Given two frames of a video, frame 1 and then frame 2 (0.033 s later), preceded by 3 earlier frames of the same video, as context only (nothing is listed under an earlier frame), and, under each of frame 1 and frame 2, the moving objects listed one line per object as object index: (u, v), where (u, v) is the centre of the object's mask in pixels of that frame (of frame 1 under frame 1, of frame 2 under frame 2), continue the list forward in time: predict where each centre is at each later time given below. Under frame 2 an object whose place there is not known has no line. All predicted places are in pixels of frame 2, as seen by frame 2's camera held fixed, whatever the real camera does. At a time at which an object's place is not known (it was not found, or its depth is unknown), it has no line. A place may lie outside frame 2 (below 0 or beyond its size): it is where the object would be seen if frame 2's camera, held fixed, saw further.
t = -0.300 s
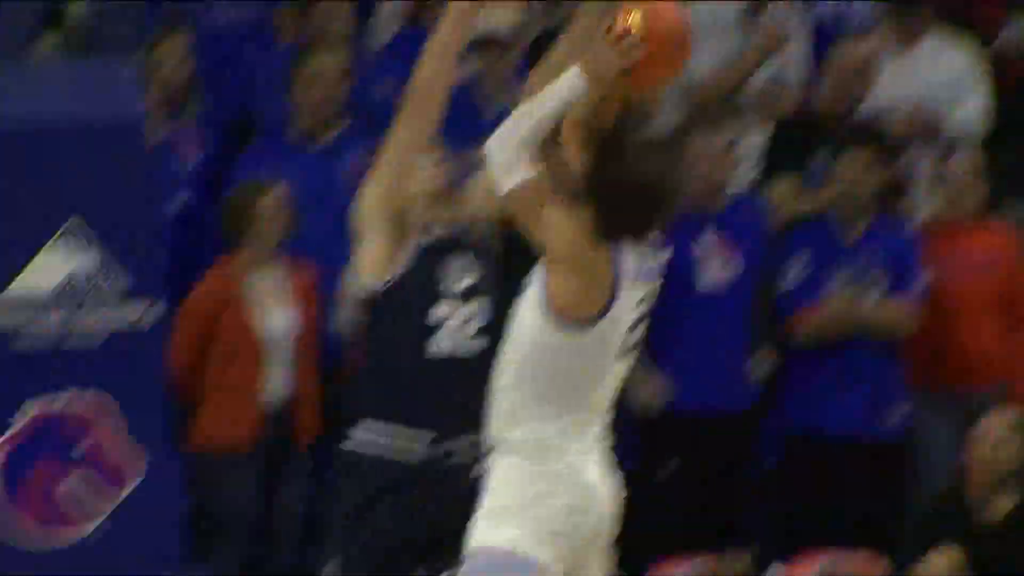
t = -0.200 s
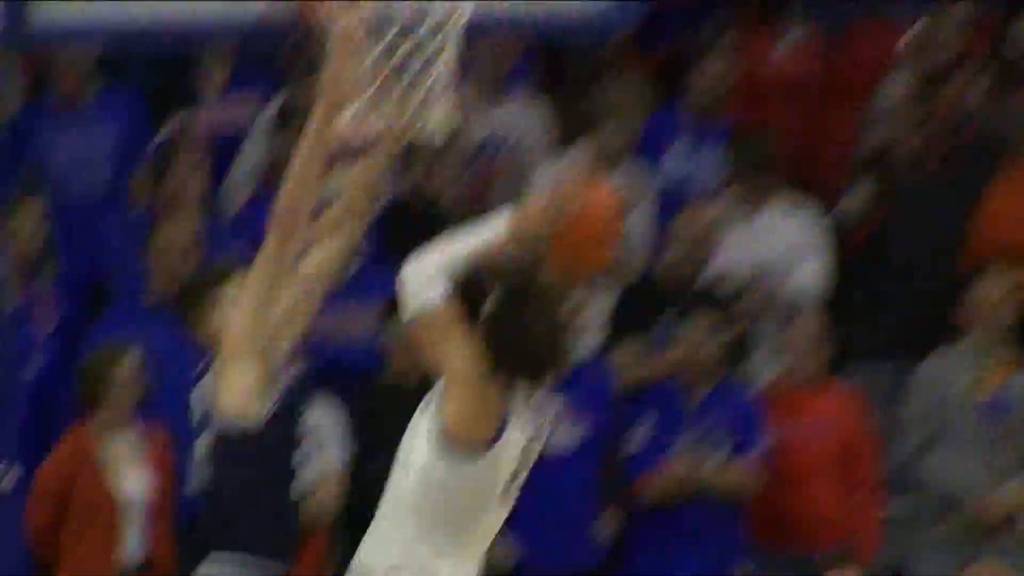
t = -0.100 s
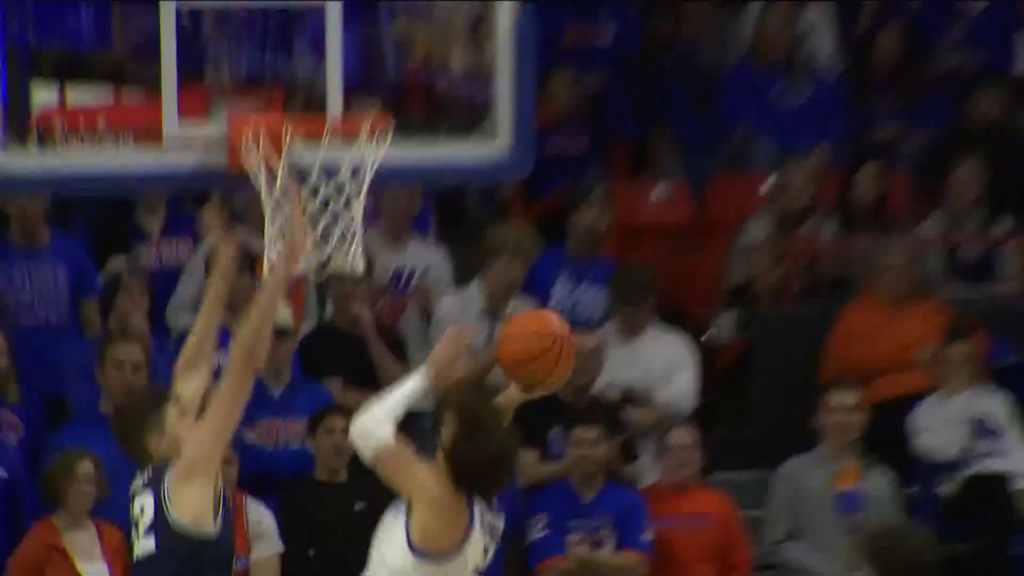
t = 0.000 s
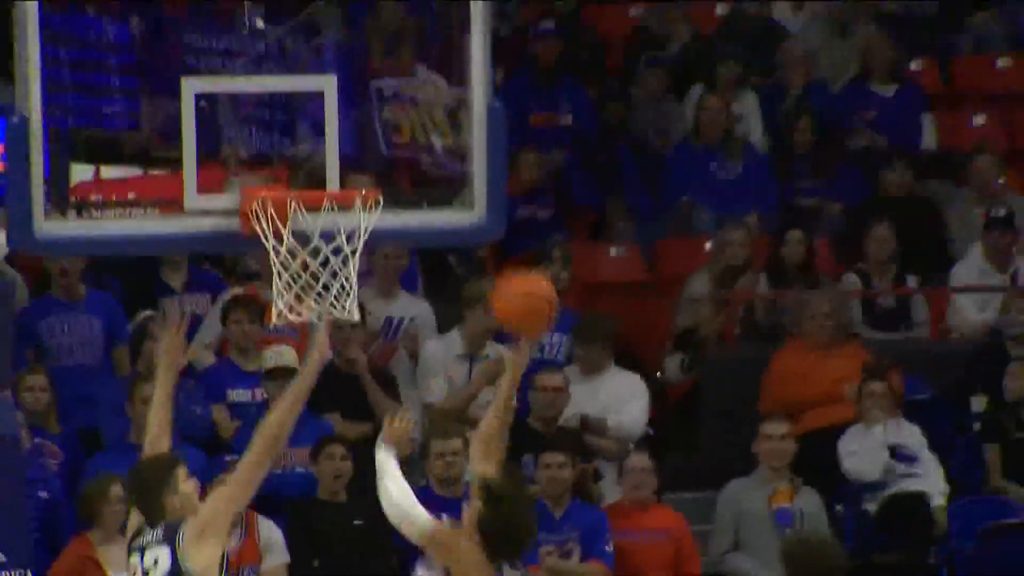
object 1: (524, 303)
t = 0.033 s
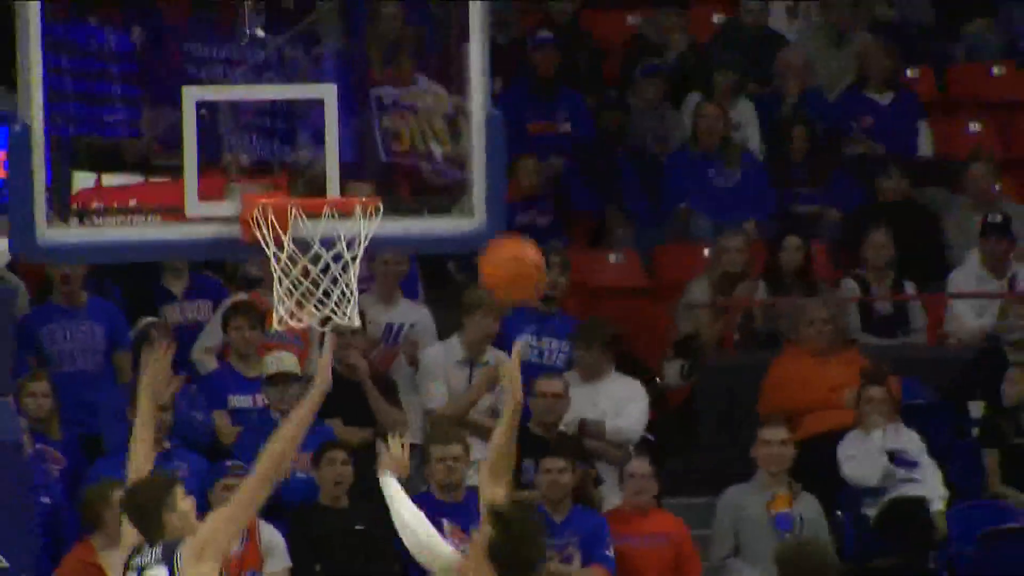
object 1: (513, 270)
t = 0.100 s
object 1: (490, 201)
